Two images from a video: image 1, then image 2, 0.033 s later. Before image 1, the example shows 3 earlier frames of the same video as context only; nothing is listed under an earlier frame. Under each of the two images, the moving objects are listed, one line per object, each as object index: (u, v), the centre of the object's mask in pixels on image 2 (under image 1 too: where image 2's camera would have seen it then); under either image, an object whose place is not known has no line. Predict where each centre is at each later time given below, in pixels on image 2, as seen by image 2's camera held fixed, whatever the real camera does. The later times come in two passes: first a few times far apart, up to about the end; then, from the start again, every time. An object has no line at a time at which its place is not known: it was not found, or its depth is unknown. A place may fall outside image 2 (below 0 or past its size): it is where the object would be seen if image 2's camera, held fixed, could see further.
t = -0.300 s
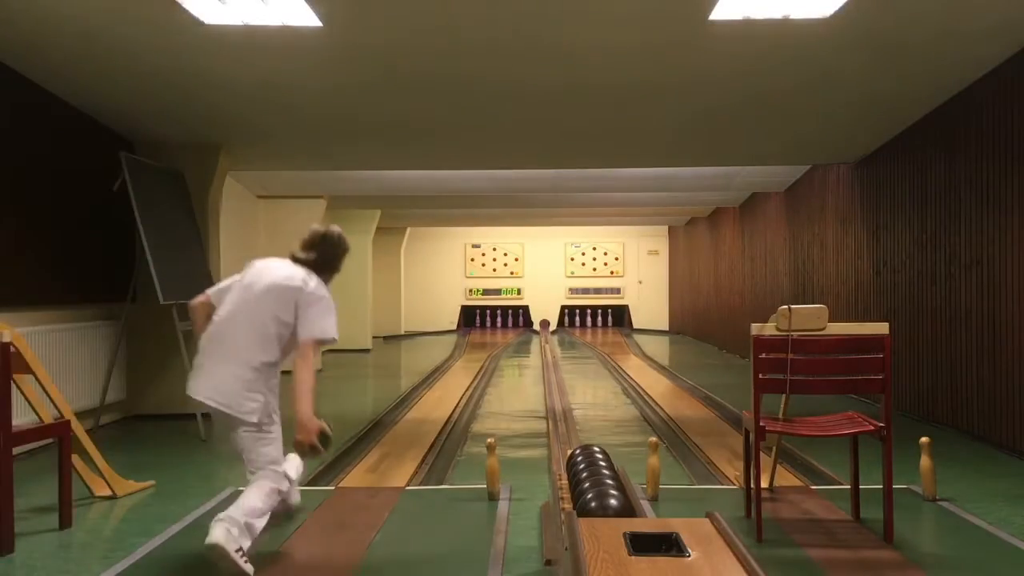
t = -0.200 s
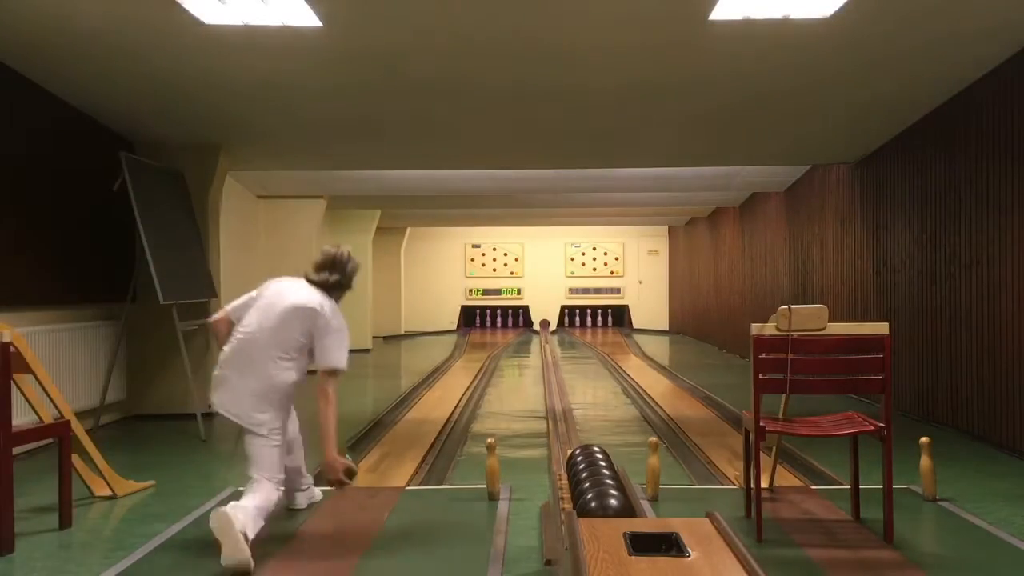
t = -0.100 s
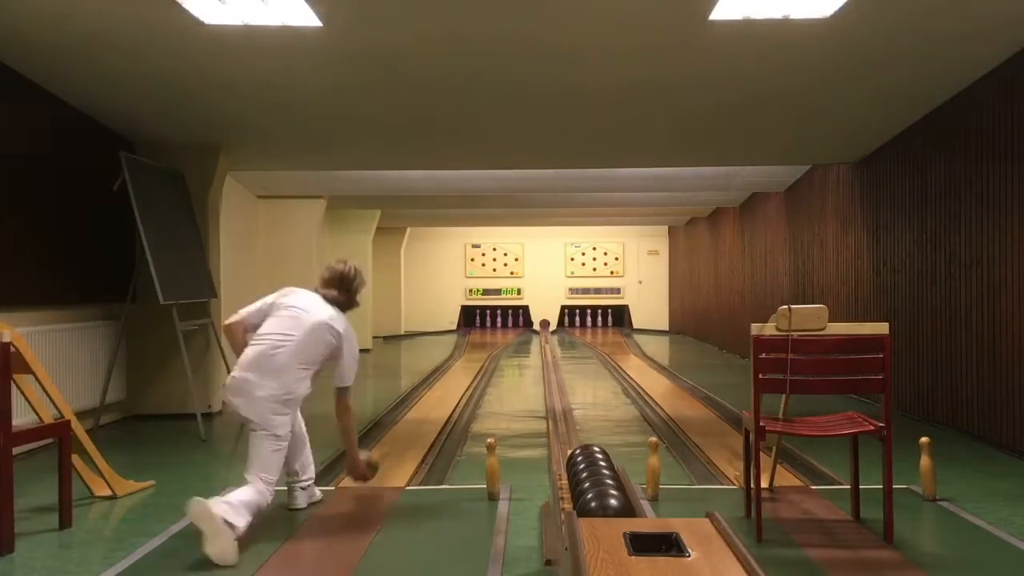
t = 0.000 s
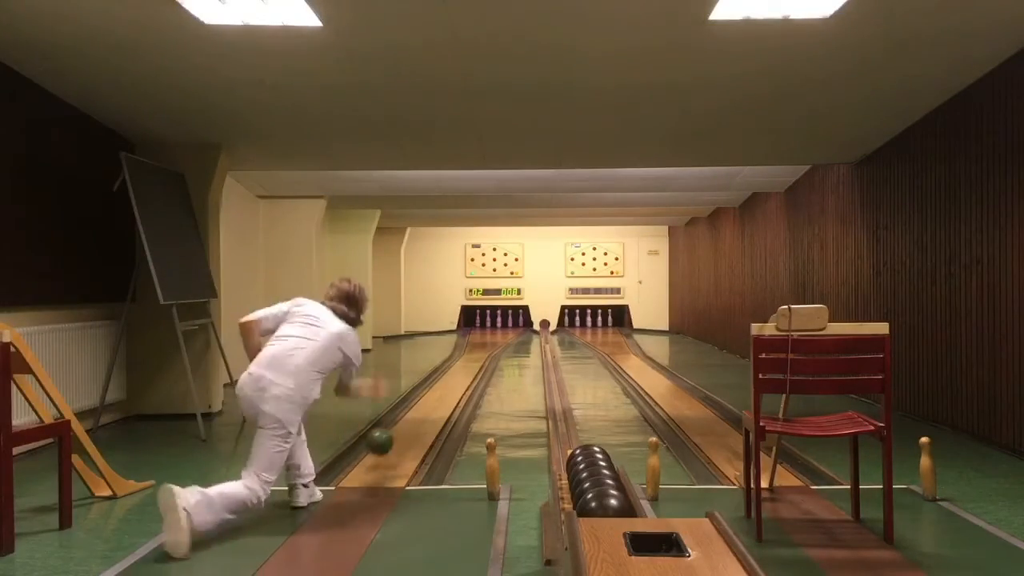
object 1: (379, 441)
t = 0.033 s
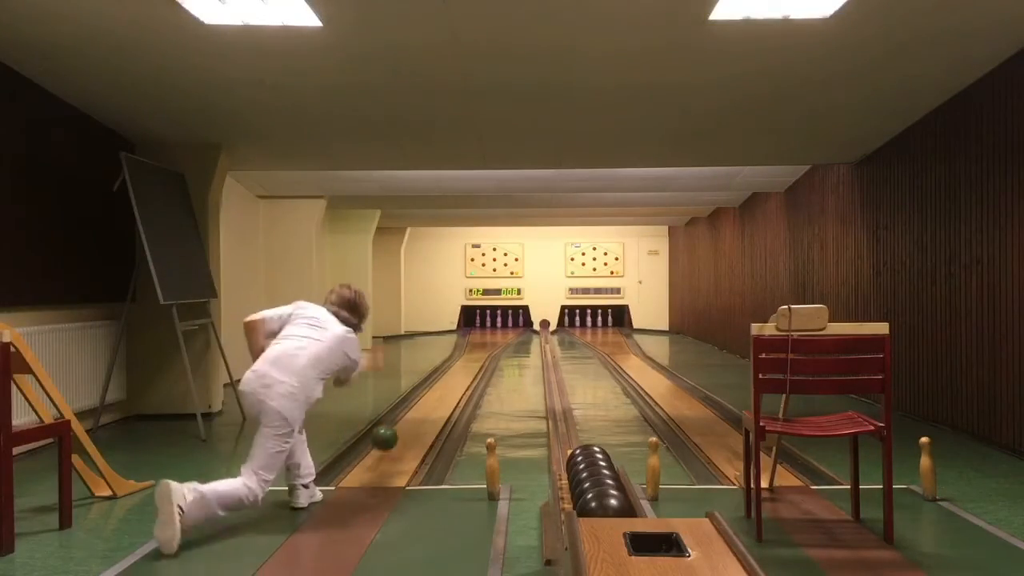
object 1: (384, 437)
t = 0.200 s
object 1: (404, 419)
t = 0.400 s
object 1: (421, 397)
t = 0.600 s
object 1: (434, 381)
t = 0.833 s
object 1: (446, 367)
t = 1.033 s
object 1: (453, 358)
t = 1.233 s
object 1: (456, 352)
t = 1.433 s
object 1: (456, 348)
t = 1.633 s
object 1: (459, 344)
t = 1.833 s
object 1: (461, 338)
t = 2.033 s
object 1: (462, 335)
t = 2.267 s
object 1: (464, 332)
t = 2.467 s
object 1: (464, 329)
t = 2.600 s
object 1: (466, 327)
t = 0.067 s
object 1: (389, 437)
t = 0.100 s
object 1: (392, 434)
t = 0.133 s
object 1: (397, 428)
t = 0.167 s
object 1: (400, 423)
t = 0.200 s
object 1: (404, 419)
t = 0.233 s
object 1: (407, 413)
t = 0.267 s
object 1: (410, 409)
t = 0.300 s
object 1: (413, 406)
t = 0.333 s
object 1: (416, 403)
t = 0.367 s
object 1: (419, 400)
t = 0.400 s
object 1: (421, 397)
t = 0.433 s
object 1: (423, 393)
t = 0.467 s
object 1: (425, 391)
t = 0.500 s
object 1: (428, 388)
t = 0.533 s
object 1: (430, 386)
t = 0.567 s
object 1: (432, 383)
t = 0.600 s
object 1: (434, 381)
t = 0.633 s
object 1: (436, 378)
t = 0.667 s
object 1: (438, 377)
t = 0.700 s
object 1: (440, 374)
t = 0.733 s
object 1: (441, 372)
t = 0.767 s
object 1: (443, 370)
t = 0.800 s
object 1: (444, 369)
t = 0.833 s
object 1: (446, 367)
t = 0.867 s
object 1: (447, 364)
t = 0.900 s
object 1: (449, 362)
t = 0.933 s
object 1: (450, 361)
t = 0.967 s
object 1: (452, 359)
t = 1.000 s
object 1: (453, 359)
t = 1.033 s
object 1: (453, 358)
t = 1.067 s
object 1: (454, 357)
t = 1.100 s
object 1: (454, 356)
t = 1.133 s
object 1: (455, 355)
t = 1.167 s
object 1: (455, 353)
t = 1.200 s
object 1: (456, 353)
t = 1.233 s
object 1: (456, 352)
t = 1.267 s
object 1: (456, 352)
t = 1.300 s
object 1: (456, 351)
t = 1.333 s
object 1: (456, 350)
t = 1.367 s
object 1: (456, 349)
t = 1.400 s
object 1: (456, 348)
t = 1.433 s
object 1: (456, 348)
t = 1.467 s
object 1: (456, 347)
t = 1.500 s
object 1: (457, 346)
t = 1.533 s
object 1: (457, 345)
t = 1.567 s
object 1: (458, 344)
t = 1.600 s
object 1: (458, 344)
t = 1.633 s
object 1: (459, 344)
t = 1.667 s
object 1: (459, 342)
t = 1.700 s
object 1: (459, 342)
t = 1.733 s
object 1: (459, 341)
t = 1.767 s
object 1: (459, 341)
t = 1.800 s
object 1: (460, 340)
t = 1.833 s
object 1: (461, 338)
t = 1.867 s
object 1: (460, 337)
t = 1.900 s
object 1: (462, 337)
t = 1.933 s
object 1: (462, 336)
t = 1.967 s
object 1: (462, 336)
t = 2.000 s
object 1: (462, 335)
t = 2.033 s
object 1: (462, 335)
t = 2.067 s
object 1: (462, 335)
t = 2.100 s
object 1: (462, 334)
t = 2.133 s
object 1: (463, 334)
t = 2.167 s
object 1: (463, 333)
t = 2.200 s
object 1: (463, 333)
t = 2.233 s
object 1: (463, 332)
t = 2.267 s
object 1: (464, 332)
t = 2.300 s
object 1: (464, 331)
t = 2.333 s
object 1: (464, 331)
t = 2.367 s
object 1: (464, 331)
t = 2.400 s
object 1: (464, 331)
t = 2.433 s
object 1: (464, 329)
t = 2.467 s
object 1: (464, 329)
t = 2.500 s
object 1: (465, 328)
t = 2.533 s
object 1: (466, 329)
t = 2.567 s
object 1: (466, 328)
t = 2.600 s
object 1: (466, 327)
